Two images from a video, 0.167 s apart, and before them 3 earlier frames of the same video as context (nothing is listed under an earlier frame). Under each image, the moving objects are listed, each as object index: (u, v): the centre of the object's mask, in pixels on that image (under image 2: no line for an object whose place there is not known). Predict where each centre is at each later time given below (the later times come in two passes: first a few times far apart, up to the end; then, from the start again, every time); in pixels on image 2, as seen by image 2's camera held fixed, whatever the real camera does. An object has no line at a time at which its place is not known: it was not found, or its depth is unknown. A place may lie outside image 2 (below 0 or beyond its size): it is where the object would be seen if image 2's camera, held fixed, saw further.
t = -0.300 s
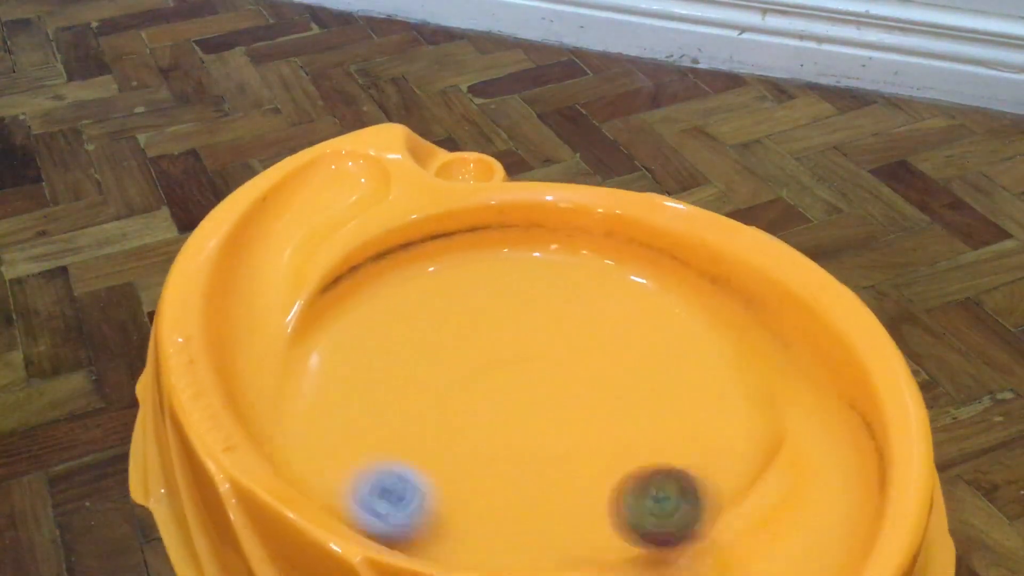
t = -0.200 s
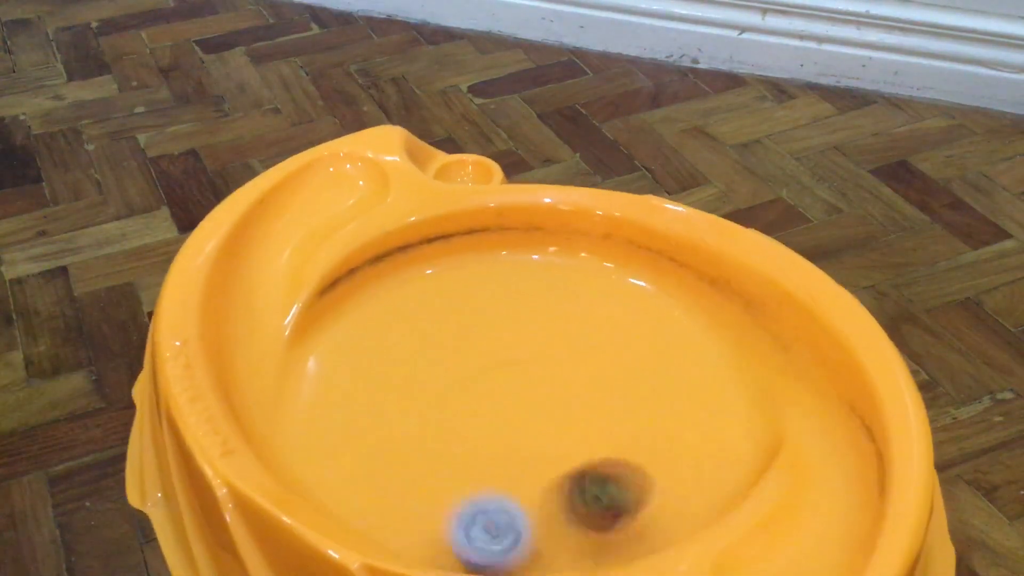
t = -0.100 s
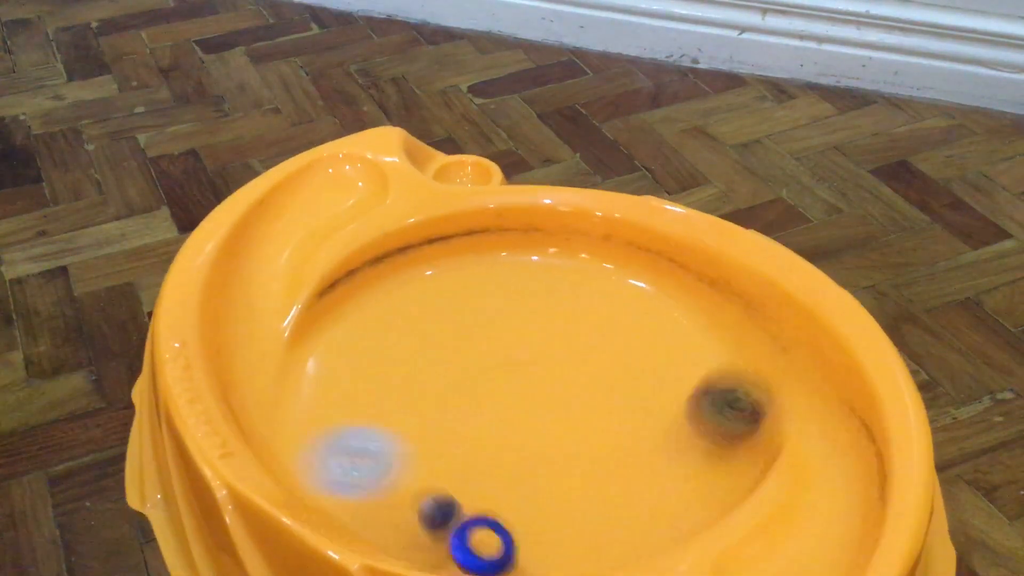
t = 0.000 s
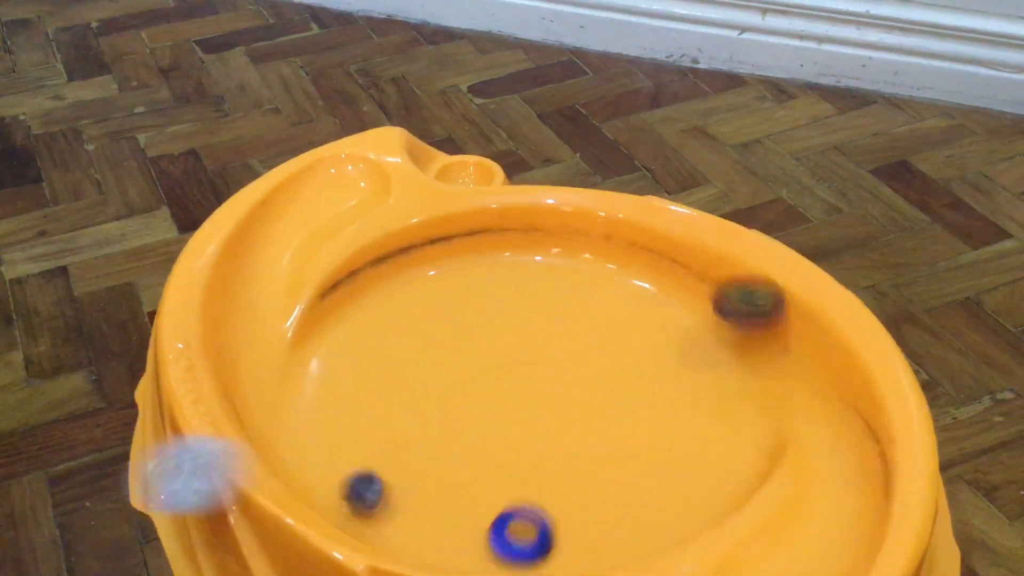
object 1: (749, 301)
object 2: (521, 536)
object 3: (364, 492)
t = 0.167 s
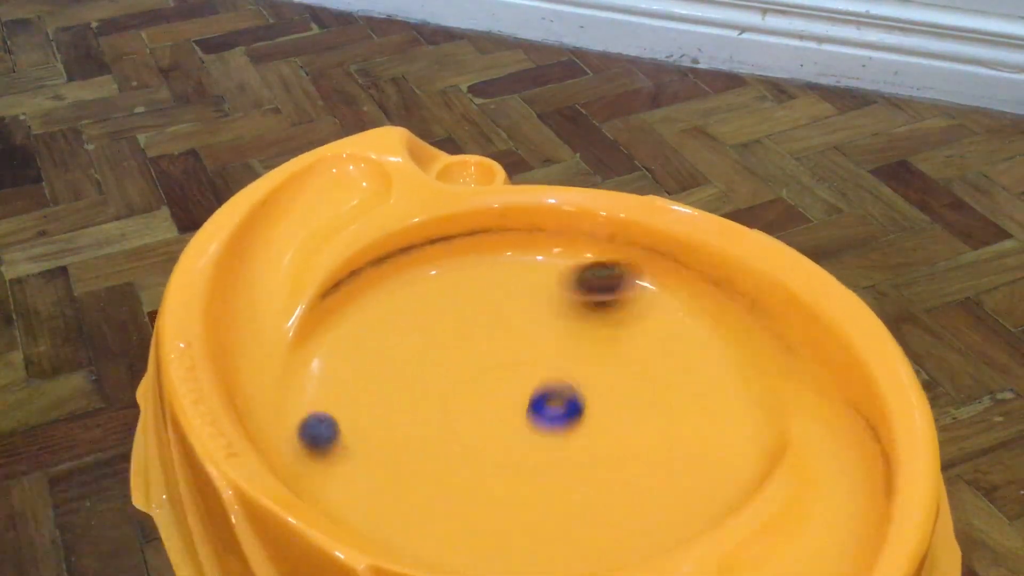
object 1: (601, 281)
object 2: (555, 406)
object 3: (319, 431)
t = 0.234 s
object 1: (535, 281)
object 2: (570, 353)
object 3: (326, 415)
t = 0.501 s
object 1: (343, 332)
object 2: (565, 291)
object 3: (434, 384)
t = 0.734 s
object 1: (322, 440)
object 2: (457, 377)
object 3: (499, 466)
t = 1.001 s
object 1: (460, 487)
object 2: (416, 435)
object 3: (495, 546)
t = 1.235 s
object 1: (573, 407)
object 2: (457, 486)
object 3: (534, 504)
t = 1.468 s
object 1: (625, 345)
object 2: (532, 473)
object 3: (551, 368)
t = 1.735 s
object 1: (638, 298)
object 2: (601, 422)
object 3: (585, 275)
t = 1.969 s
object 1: (585, 324)
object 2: (619, 381)
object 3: (579, 289)
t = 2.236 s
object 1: (450, 366)
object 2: (729, 467)
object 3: (563, 369)
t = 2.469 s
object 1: (379, 391)
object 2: (593, 522)
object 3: (551, 428)
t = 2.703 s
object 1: (322, 406)
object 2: (510, 500)
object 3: (558, 466)
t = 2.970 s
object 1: (388, 428)
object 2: (507, 497)
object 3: (554, 473)
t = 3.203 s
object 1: (484, 404)
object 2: (507, 497)
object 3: (539, 447)
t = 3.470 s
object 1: (559, 361)
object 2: (507, 497)
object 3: (621, 547)
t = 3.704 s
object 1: (606, 341)
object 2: (507, 496)
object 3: (612, 500)
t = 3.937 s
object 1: (618, 340)
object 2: (508, 496)
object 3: (593, 435)
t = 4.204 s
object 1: (592, 371)
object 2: (507, 495)
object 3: (581, 428)
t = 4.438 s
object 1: (557, 400)
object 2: (504, 497)
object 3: (546, 451)
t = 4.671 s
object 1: (522, 423)
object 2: (504, 497)
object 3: (431, 437)
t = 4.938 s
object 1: (485, 448)
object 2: (504, 498)
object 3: (397, 385)
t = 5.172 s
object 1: (465, 441)
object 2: (504, 498)
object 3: (423, 371)
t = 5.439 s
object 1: (454, 423)
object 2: (504, 498)
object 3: (436, 378)
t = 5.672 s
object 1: (435, 403)
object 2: (504, 498)
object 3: (445, 364)
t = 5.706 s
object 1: (432, 402)
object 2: (504, 498)
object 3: (449, 360)
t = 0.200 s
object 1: (569, 281)
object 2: (562, 378)
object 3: (321, 424)
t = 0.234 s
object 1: (535, 281)
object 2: (570, 353)
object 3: (326, 415)
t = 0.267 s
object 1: (502, 282)
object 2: (577, 329)
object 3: (335, 409)
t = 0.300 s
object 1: (473, 284)
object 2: (583, 308)
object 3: (345, 404)
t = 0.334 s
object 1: (446, 287)
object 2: (587, 290)
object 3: (356, 399)
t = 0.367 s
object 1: (416, 290)
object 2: (589, 277)
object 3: (369, 394)
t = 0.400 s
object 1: (389, 292)
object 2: (587, 264)
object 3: (384, 390)
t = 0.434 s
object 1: (367, 297)
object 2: (582, 266)
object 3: (399, 388)
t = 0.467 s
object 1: (355, 314)
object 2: (575, 276)
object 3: (416, 385)
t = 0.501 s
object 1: (343, 332)
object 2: (565, 291)
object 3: (434, 384)
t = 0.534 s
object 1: (334, 348)
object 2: (552, 305)
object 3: (449, 383)
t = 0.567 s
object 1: (325, 365)
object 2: (538, 324)
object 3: (462, 381)
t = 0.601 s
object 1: (319, 382)
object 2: (522, 341)
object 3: (475, 382)
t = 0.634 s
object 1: (316, 398)
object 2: (507, 353)
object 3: (489, 383)
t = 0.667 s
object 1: (316, 414)
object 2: (489, 362)
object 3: (494, 400)
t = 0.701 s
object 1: (318, 428)
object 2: (473, 370)
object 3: (497, 432)
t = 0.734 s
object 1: (322, 440)
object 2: (457, 377)
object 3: (499, 466)
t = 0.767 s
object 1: (330, 454)
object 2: (442, 384)
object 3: (503, 487)
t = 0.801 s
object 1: (340, 464)
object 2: (430, 391)
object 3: (506, 519)
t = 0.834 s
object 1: (355, 474)
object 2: (420, 397)
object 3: (507, 534)
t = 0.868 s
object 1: (373, 482)
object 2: (414, 403)
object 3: (506, 556)
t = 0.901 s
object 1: (393, 487)
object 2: (410, 409)
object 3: (502, 559)
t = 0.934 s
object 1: (414, 489)
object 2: (410, 417)
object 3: (500, 559)
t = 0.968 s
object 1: (437, 489)
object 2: (412, 425)
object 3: (497, 555)
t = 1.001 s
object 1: (460, 487)
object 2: (416, 435)
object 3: (495, 546)
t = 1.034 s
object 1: (485, 482)
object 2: (422, 444)
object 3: (498, 544)
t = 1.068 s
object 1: (509, 471)
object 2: (428, 455)
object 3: (504, 559)
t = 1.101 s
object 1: (527, 457)
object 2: (434, 465)
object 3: (510, 549)
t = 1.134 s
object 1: (541, 442)
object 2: (440, 473)
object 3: (515, 521)
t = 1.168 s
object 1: (554, 429)
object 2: (445, 481)
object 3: (522, 507)
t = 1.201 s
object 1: (564, 416)
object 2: (450, 484)
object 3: (528, 505)
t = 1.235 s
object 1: (573, 407)
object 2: (457, 486)
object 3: (534, 504)
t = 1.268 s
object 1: (583, 397)
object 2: (466, 485)
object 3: (536, 475)
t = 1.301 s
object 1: (593, 388)
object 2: (477, 484)
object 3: (538, 457)
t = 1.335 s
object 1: (601, 376)
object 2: (490, 483)
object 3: (541, 451)
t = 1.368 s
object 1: (608, 368)
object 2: (502, 482)
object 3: (541, 428)
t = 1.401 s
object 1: (614, 360)
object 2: (514, 481)
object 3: (544, 406)
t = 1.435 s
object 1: (620, 352)
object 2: (523, 479)
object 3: (547, 386)
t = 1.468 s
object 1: (625, 345)
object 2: (532, 473)
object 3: (551, 368)
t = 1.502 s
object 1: (632, 338)
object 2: (543, 468)
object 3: (559, 344)
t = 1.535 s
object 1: (637, 331)
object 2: (553, 463)
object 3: (566, 334)
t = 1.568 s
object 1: (642, 324)
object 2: (562, 456)
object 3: (570, 318)
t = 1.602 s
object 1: (645, 316)
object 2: (570, 449)
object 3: (574, 305)
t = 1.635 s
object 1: (645, 309)
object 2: (578, 443)
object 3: (578, 295)
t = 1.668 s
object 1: (643, 304)
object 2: (586, 435)
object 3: (580, 285)
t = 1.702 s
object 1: (641, 300)
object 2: (594, 429)
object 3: (584, 279)
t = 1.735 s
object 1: (638, 298)
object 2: (601, 422)
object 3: (585, 275)
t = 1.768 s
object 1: (634, 296)
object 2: (606, 414)
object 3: (587, 273)
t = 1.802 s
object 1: (627, 296)
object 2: (610, 408)
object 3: (587, 271)
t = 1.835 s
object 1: (619, 298)
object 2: (614, 400)
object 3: (585, 271)
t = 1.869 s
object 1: (610, 302)
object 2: (616, 395)
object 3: (585, 272)
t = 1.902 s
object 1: (600, 308)
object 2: (618, 391)
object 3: (583, 276)
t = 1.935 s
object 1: (593, 316)
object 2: (618, 385)
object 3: (582, 283)
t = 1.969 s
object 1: (585, 324)
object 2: (619, 381)
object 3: (579, 289)
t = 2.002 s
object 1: (576, 334)
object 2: (619, 378)
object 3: (575, 298)
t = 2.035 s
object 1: (566, 344)
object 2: (620, 376)
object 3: (573, 306)
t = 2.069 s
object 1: (544, 345)
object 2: (652, 386)
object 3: (570, 318)
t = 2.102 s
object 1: (521, 344)
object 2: (678, 407)
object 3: (569, 328)
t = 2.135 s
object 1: (498, 348)
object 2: (707, 429)
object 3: (567, 341)
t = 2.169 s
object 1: (483, 353)
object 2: (730, 446)
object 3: (566, 349)
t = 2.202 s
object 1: (468, 360)
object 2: (740, 459)
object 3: (564, 361)
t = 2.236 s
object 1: (450, 366)
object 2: (729, 467)
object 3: (563, 369)
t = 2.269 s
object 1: (437, 370)
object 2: (715, 487)
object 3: (560, 379)
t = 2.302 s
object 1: (426, 375)
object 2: (695, 504)
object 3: (559, 388)
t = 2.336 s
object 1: (412, 379)
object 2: (675, 509)
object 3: (556, 398)
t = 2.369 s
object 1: (404, 383)
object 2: (653, 521)
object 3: (555, 406)
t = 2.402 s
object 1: (395, 386)
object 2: (632, 521)
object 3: (554, 414)
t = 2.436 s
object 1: (384, 389)
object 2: (612, 525)
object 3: (551, 421)
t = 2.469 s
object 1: (379, 391)
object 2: (593, 522)
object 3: (551, 428)
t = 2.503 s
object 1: (369, 392)
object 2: (573, 520)
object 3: (549, 435)
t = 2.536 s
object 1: (358, 394)
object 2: (556, 517)
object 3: (551, 443)
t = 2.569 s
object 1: (353, 395)
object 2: (542, 513)
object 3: (552, 449)
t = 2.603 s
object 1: (342, 396)
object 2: (530, 510)
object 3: (553, 454)
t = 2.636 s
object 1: (333, 400)
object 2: (521, 506)
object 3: (554, 458)
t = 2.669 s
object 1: (329, 402)
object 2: (515, 503)
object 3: (556, 463)
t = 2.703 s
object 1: (322, 406)
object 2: (510, 500)
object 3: (558, 466)
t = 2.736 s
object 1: (323, 412)
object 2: (508, 498)
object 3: (559, 471)
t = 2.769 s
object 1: (325, 415)
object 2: (507, 498)
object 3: (562, 470)
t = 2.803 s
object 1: (329, 421)
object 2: (507, 498)
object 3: (561, 473)
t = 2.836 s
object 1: (342, 424)
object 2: (507, 497)
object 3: (561, 474)
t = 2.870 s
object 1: (348, 426)
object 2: (507, 497)
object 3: (560, 474)
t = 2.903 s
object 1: (362, 428)
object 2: (507, 497)
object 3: (558, 475)
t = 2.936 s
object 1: (375, 427)
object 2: (507, 497)
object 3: (557, 474)
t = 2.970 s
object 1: (388, 428)
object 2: (507, 497)
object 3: (554, 473)
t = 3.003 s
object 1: (405, 425)
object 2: (507, 497)
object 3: (551, 470)
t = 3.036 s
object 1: (416, 423)
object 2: (507, 498)
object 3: (548, 469)
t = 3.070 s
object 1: (433, 422)
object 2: (507, 498)
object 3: (546, 465)
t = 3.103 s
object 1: (445, 416)
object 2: (507, 497)
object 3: (546, 461)
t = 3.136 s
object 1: (458, 414)
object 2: (507, 497)
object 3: (544, 456)
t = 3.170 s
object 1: (475, 409)
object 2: (507, 497)
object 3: (541, 452)
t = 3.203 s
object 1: (484, 404)
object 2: (507, 497)
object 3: (539, 447)
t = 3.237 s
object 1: (499, 401)
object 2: (507, 497)
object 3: (537, 441)
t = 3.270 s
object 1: (508, 392)
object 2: (507, 497)
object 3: (549, 457)
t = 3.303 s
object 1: (518, 388)
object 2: (507, 497)
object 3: (565, 482)
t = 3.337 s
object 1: (525, 379)
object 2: (507, 497)
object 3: (580, 501)
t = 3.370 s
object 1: (533, 376)
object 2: (507, 497)
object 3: (594, 516)
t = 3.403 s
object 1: (542, 369)
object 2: (507, 497)
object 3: (609, 543)
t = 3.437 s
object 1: (548, 366)
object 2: (507, 497)
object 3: (619, 549)
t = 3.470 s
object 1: (559, 361)
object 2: (507, 497)
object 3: (621, 547)
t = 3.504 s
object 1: (564, 358)
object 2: (507, 496)
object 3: (619, 543)
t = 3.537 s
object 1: (574, 356)
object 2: (507, 496)
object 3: (616, 544)
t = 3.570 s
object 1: (579, 351)
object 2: (507, 496)
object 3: (618, 533)
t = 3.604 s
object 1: (589, 350)
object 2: (507, 496)
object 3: (618, 526)
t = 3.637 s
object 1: (593, 346)
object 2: (507, 496)
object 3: (619, 518)
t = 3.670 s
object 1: (601, 344)
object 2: (507, 496)
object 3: (617, 510)
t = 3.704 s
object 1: (606, 341)
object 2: (507, 496)
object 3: (612, 500)
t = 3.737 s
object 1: (612, 341)
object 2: (507, 496)
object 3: (607, 490)
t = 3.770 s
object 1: (616, 338)
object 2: (508, 496)
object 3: (604, 482)
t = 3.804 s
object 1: (620, 339)
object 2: (508, 496)
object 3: (601, 470)
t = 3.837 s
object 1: (620, 336)
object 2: (507, 496)
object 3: (597, 460)
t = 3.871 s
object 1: (620, 337)
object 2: (508, 496)
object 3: (596, 451)
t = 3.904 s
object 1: (620, 336)
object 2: (508, 496)
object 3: (594, 443)
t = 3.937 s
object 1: (618, 340)
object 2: (508, 496)
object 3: (593, 435)
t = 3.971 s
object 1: (616, 341)
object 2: (507, 495)
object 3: (593, 429)
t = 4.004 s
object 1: (614, 346)
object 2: (508, 496)
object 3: (594, 425)
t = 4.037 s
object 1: (613, 348)
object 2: (508, 496)
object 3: (595, 421)
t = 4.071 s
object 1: (607, 354)
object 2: (508, 496)
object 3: (594, 417)
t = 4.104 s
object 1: (604, 357)
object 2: (507, 496)
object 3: (593, 416)
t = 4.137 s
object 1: (596, 365)
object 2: (507, 496)
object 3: (593, 415)
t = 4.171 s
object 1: (594, 367)
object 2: (507, 495)
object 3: (591, 415)
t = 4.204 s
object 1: (592, 371)
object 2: (507, 495)
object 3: (581, 428)
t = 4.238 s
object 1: (591, 374)
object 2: (508, 495)
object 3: (567, 446)
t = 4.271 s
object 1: (583, 381)
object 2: (508, 496)
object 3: (553, 458)
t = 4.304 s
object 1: (579, 382)
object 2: (506, 496)
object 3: (544, 463)
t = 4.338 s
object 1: (575, 388)
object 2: (504, 497)
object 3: (545, 462)
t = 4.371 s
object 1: (569, 391)
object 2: (504, 497)
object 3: (546, 459)
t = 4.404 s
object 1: (565, 397)
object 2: (504, 497)
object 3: (546, 455)
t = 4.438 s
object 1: (557, 400)
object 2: (504, 497)
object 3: (546, 451)
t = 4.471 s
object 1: (555, 404)
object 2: (503, 497)
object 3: (533, 452)
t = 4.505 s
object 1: (548, 406)
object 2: (503, 498)
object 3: (514, 456)
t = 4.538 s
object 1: (546, 409)
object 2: (504, 498)
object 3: (495, 457)
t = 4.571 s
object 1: (537, 413)
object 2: (504, 497)
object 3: (474, 457)
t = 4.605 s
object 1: (534, 416)
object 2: (504, 497)
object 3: (460, 452)
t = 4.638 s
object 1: (525, 420)
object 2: (504, 497)
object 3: (445, 446)
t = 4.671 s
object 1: (522, 423)
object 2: (504, 497)
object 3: (431, 437)
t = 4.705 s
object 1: (515, 430)
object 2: (504, 497)
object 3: (422, 429)
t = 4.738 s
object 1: (510, 432)
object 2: (504, 497)
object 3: (414, 422)
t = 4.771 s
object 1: (506, 439)
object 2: (504, 497)
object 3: (406, 415)
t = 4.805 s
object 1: (499, 440)
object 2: (504, 497)
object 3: (400, 408)
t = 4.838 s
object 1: (501, 442)
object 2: (504, 497)
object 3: (396, 402)
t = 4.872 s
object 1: (495, 444)
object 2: (504, 497)
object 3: (396, 397)
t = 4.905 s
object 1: (495, 445)
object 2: (504, 498)
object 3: (396, 391)
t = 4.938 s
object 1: (485, 448)
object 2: (504, 498)
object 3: (397, 385)
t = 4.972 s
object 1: (484, 446)
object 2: (504, 498)
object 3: (397, 381)
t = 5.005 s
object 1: (483, 447)
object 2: (504, 498)
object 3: (399, 376)
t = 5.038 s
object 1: (478, 445)
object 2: (504, 498)
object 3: (402, 374)
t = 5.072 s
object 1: (478, 446)
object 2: (504, 498)
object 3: (406, 371)
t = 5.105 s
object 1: (471, 445)
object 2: (504, 498)
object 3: (412, 370)
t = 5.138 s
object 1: (471, 441)
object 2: (504, 498)
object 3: (417, 370)
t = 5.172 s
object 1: (465, 441)
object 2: (504, 498)
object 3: (423, 371)
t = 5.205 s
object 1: (463, 437)
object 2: (504, 498)
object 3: (427, 373)
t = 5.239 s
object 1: (462, 437)
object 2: (504, 498)
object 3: (430, 374)
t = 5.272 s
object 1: (455, 434)
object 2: (504, 498)
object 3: (433, 376)
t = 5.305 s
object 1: (457, 431)
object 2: (504, 498)
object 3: (434, 378)
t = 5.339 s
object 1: (454, 432)
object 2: (504, 498)
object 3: (436, 379)
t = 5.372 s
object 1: (456, 427)
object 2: (504, 498)
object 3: (436, 379)
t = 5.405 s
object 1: (459, 427)
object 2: (504, 498)
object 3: (437, 379)
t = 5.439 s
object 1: (454, 423)
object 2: (504, 498)
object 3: (436, 378)
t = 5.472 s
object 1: (455, 419)
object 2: (504, 498)
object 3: (436, 378)
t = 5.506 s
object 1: (450, 417)
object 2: (504, 498)
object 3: (436, 377)
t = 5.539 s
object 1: (448, 410)
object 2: (504, 498)
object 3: (435, 373)
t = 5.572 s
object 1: (445, 409)
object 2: (504, 498)
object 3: (435, 374)
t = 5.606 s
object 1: (437, 404)
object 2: (504, 498)
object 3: (437, 372)
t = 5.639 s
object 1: (438, 401)
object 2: (504, 498)
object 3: (440, 366)
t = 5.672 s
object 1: (435, 403)
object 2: (504, 498)
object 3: (445, 364)
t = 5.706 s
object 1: (432, 402)
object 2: (504, 498)
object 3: (449, 360)
